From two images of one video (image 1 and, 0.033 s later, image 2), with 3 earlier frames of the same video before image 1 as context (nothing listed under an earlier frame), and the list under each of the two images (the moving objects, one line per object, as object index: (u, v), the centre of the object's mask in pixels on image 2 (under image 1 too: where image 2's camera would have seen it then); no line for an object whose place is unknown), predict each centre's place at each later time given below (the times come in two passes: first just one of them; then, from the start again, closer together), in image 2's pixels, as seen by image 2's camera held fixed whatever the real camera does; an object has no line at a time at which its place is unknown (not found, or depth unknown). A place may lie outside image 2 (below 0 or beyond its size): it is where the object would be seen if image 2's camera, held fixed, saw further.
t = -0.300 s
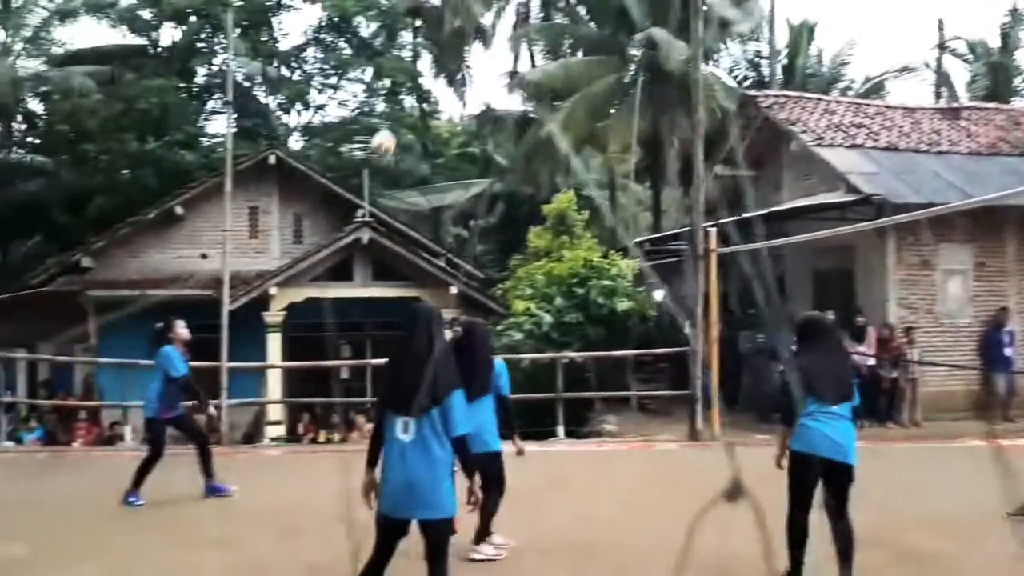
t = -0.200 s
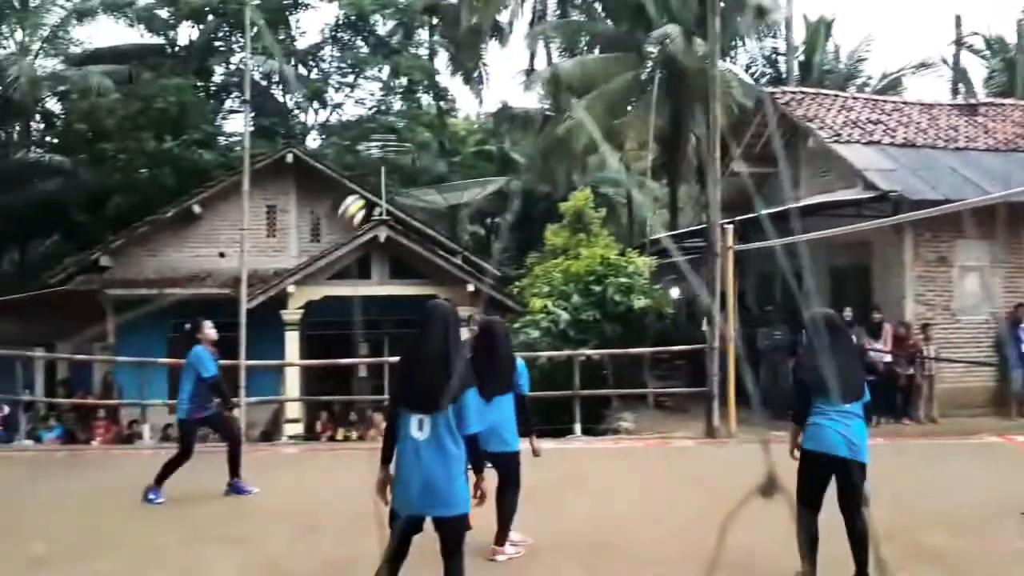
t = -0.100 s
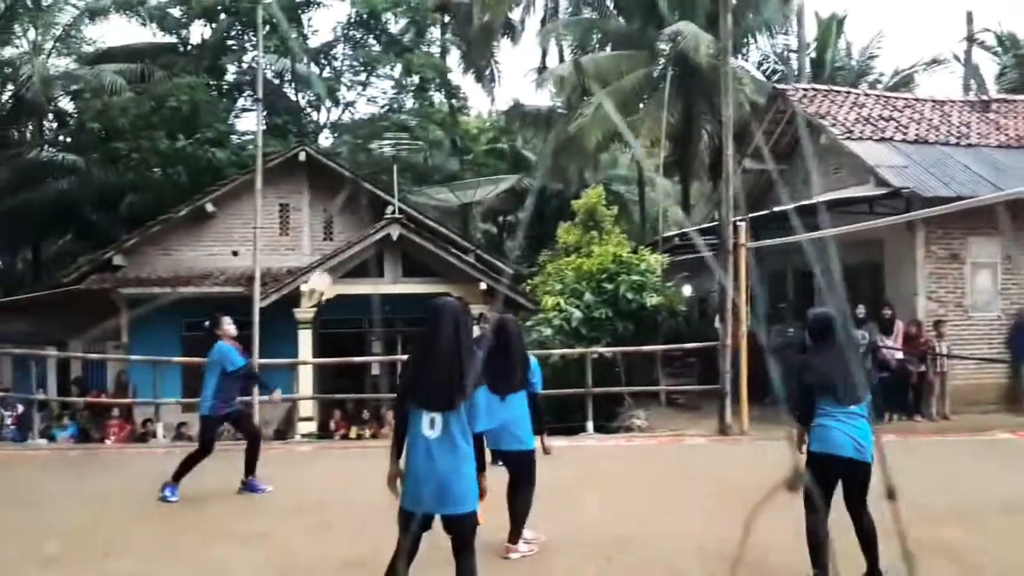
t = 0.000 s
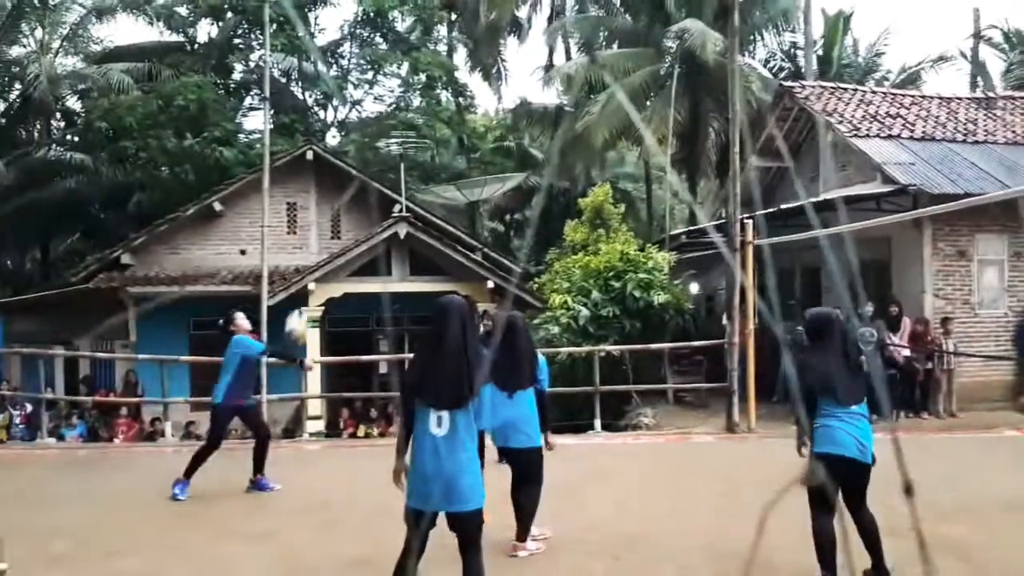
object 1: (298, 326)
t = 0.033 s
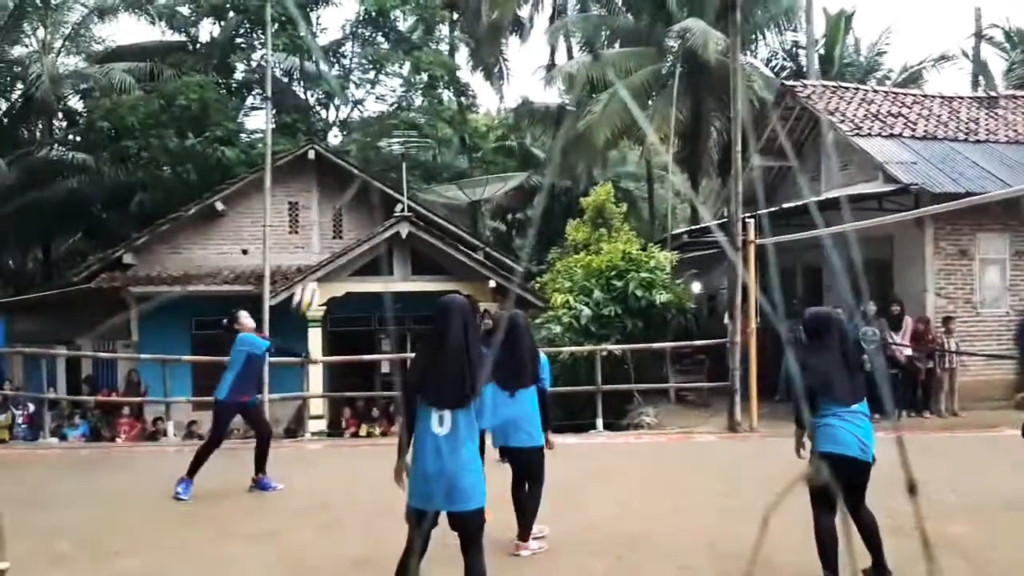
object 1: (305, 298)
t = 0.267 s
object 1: (347, 131)
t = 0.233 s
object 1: (340, 147)
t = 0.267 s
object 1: (347, 131)
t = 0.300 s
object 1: (354, 113)
